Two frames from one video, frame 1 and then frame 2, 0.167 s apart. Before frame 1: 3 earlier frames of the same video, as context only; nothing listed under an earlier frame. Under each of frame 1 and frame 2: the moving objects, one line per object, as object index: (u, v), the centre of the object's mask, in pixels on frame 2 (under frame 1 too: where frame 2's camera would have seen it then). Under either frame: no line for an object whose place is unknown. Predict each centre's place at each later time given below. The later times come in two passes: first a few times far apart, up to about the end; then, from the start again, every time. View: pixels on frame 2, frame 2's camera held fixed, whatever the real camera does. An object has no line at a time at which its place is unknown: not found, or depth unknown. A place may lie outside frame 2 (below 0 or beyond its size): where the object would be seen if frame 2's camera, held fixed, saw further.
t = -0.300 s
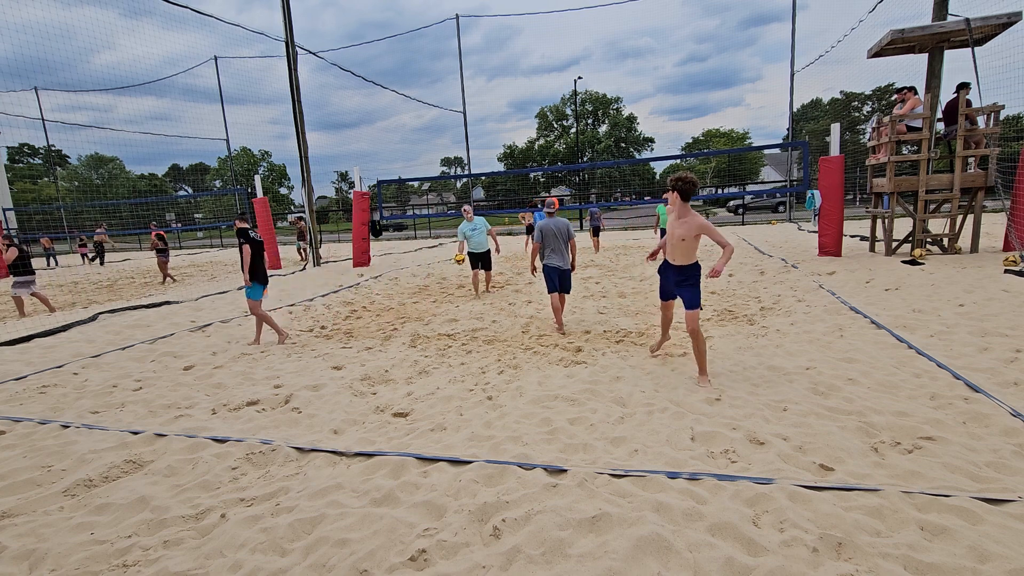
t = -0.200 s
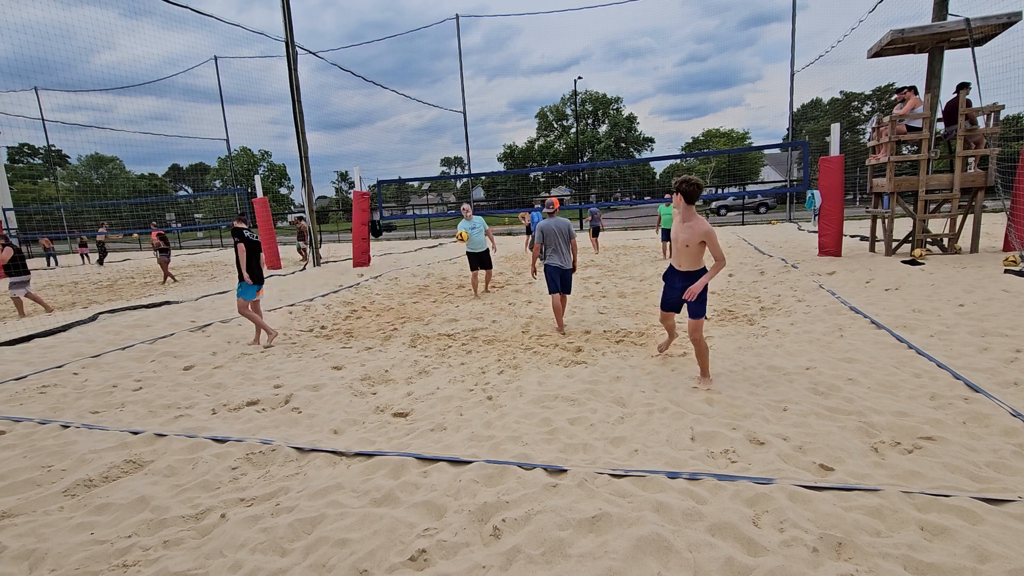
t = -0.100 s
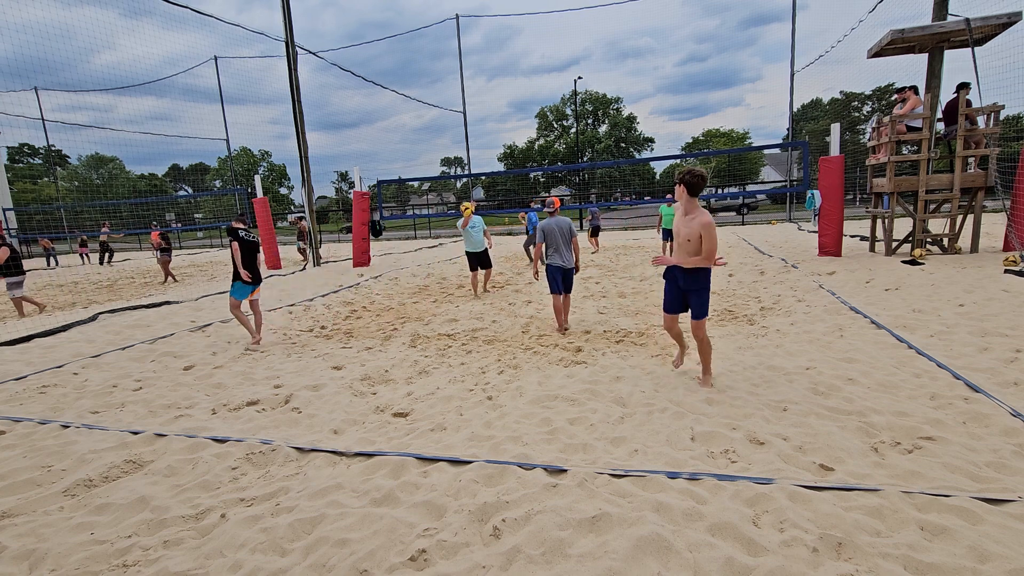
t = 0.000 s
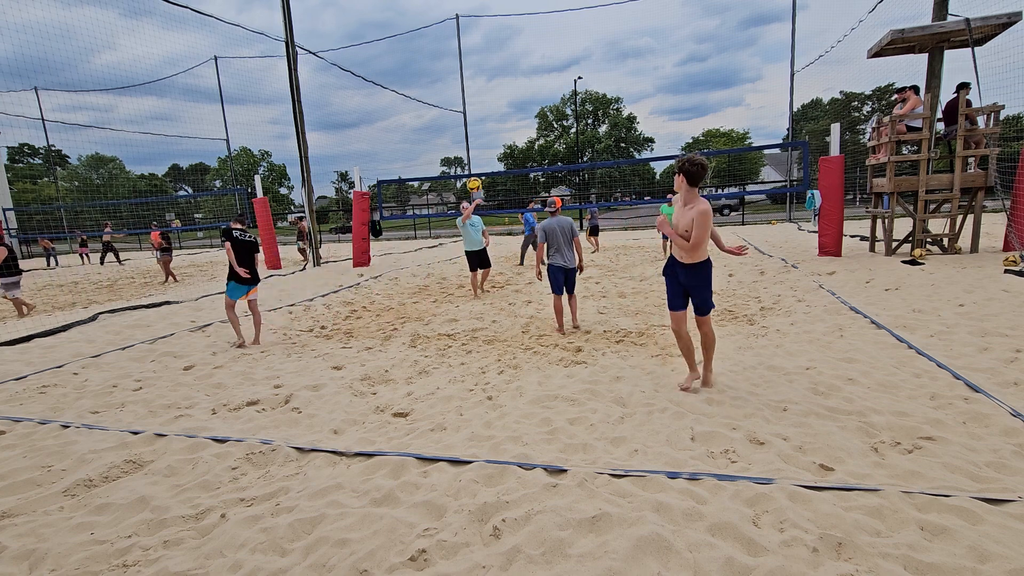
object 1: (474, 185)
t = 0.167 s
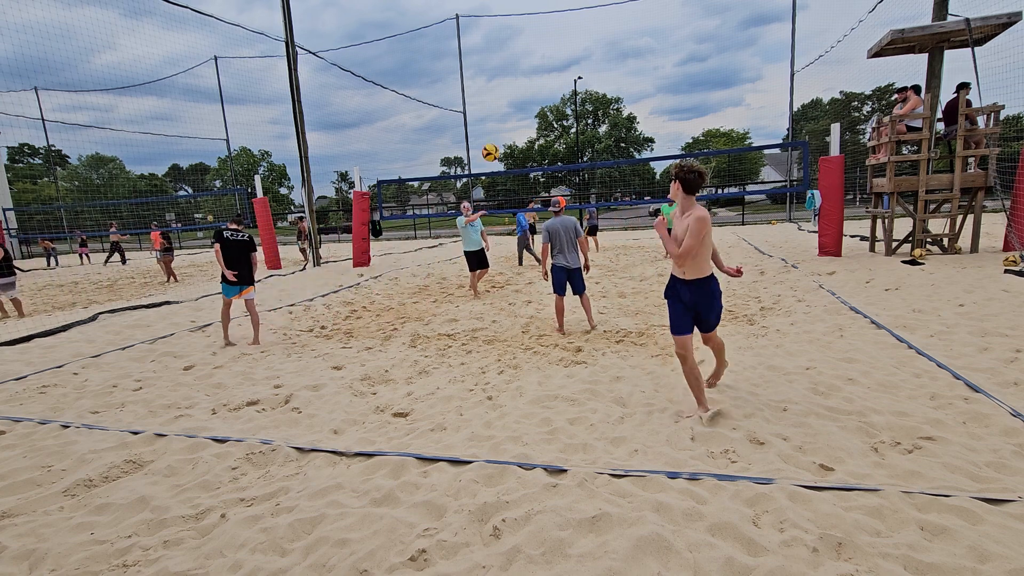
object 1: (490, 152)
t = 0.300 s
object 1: (509, 139)
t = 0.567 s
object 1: (570, 165)
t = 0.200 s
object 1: (495, 148)
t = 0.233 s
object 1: (499, 144)
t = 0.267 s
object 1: (504, 141)
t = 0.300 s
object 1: (509, 139)
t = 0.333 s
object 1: (515, 137)
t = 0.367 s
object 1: (521, 137)
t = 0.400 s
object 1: (528, 138)
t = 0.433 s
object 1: (535, 140)
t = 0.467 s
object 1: (543, 144)
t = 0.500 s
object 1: (551, 149)
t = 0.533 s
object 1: (560, 156)
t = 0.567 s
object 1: (570, 165)
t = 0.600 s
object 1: (582, 177)
